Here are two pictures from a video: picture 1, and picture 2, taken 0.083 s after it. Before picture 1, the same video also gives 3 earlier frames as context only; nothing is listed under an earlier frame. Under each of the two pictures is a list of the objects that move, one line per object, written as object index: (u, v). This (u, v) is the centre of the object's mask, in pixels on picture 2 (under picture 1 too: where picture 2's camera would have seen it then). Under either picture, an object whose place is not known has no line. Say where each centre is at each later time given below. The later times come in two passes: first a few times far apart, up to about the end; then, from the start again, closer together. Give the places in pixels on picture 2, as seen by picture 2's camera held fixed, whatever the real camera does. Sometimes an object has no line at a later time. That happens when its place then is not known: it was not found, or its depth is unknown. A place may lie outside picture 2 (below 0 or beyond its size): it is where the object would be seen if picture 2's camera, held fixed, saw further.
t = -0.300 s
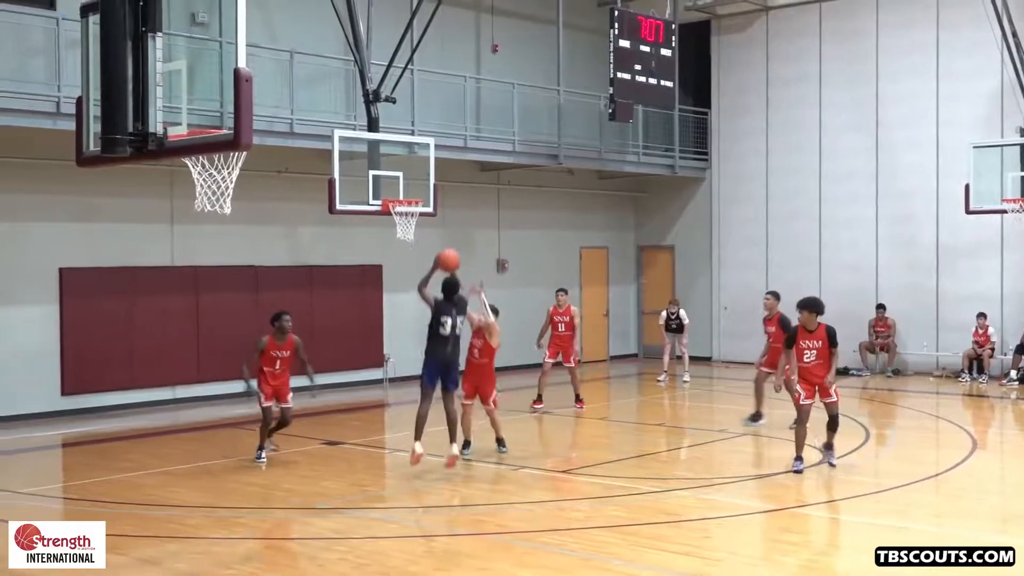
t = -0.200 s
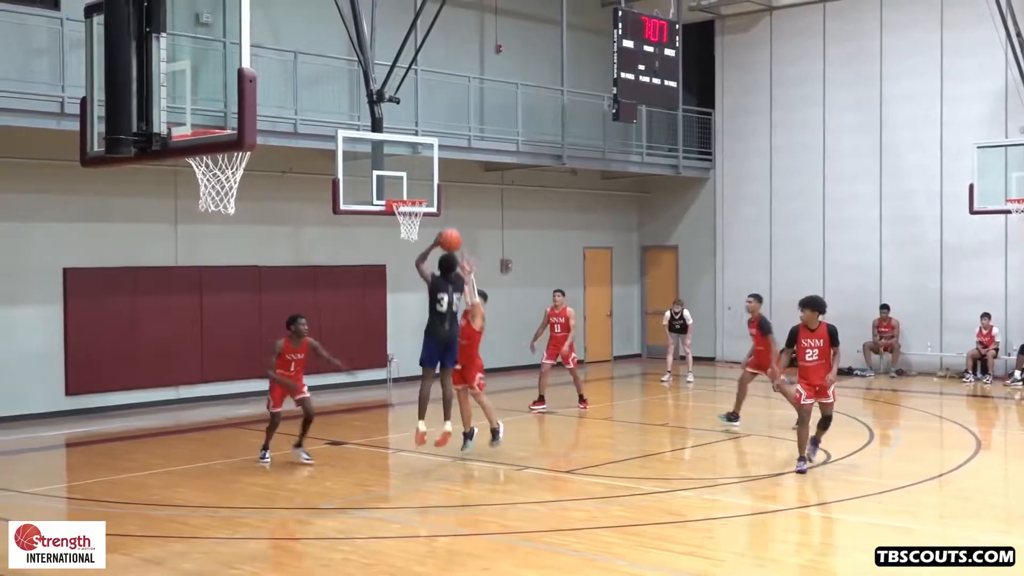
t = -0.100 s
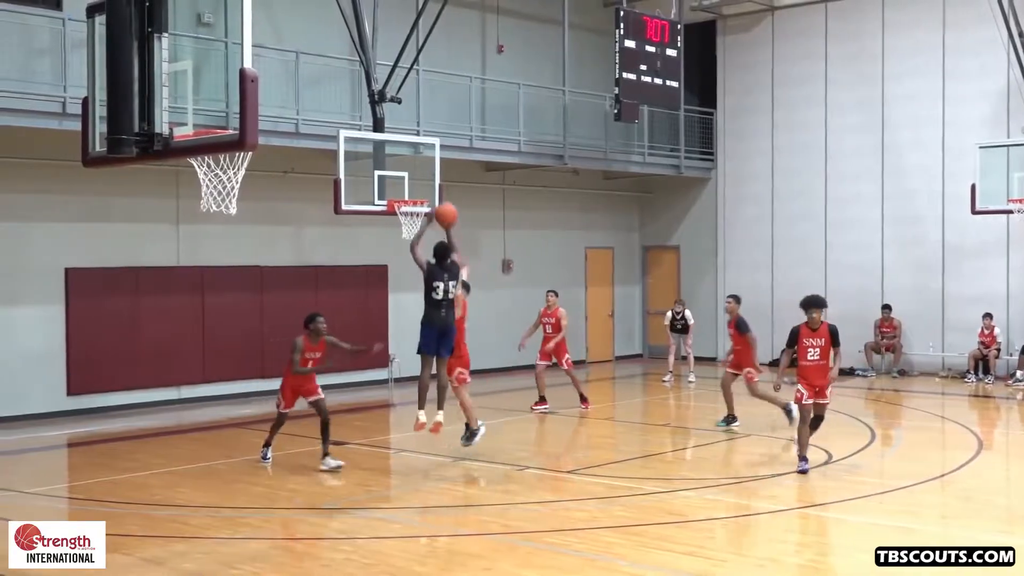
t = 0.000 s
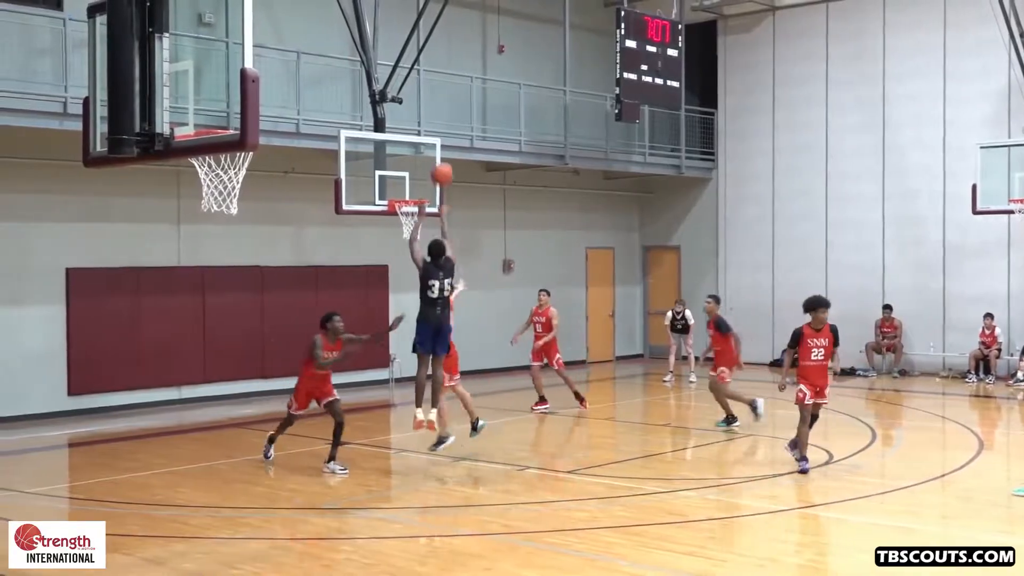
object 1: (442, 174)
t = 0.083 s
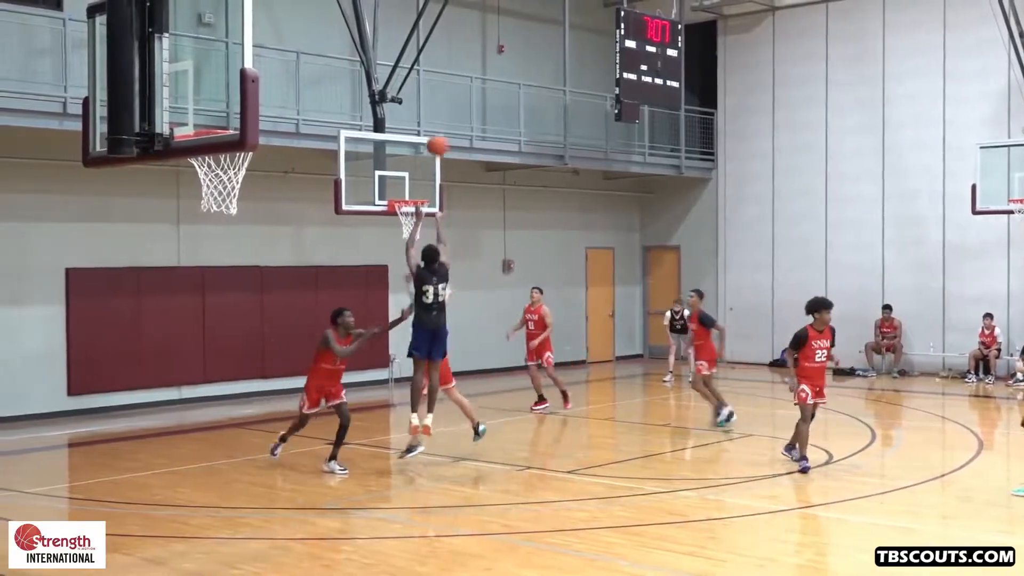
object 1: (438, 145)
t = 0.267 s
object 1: (431, 107)
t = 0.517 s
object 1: (422, 104)
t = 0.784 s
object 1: (414, 152)
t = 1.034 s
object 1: (411, 219)
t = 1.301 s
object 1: (413, 216)
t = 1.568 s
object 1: (415, 255)
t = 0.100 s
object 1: (436, 140)
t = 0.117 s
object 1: (436, 135)
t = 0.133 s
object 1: (436, 131)
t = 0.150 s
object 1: (435, 127)
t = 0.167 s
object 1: (434, 124)
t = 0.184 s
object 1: (434, 120)
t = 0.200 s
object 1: (433, 117)
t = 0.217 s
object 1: (433, 114)
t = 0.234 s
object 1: (432, 112)
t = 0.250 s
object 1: (431, 109)
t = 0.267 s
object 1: (431, 107)
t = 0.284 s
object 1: (430, 105)
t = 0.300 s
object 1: (429, 104)
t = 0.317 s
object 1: (429, 103)
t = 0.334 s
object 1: (428, 101)
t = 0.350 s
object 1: (427, 100)
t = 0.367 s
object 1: (427, 100)
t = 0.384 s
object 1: (426, 100)
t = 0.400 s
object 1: (426, 99)
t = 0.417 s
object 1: (426, 99)
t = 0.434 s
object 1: (425, 99)
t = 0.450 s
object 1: (425, 100)
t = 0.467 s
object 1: (425, 100)
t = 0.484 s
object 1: (424, 102)
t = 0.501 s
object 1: (423, 103)
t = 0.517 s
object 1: (422, 104)
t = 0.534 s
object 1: (422, 105)
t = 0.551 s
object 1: (421, 107)
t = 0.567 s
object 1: (421, 109)
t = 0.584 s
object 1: (420, 111)
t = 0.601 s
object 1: (420, 113)
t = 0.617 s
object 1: (419, 116)
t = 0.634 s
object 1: (419, 119)
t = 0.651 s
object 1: (418, 121)
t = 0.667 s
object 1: (418, 125)
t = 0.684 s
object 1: (417, 128)
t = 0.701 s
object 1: (417, 130)
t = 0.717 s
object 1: (417, 134)
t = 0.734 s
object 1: (416, 138)
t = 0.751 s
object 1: (415, 142)
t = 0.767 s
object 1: (415, 147)
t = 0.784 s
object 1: (414, 152)
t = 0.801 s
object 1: (414, 155)
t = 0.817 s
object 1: (414, 160)
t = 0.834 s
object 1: (414, 164)
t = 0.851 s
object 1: (413, 169)
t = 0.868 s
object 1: (413, 174)
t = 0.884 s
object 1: (412, 180)
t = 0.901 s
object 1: (411, 185)
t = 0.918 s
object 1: (411, 190)
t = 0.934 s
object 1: (410, 195)
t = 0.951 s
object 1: (410, 198)
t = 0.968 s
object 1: (410, 200)
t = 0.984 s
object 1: (411, 203)
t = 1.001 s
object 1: (412, 211)
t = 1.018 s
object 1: (411, 216)
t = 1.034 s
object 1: (411, 219)
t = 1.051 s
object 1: (410, 221)
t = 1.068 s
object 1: (412, 221)
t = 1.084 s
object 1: (413, 220)
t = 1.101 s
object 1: (411, 222)
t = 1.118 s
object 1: (412, 221)
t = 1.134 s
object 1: (412, 217)
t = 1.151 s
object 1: (412, 217)
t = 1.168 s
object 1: (412, 217)
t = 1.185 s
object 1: (412, 217)
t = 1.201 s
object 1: (412, 216)
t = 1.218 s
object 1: (412, 216)
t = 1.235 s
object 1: (412, 216)
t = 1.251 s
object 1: (413, 216)
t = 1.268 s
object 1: (413, 216)
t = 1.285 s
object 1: (413, 216)
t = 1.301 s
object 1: (413, 216)
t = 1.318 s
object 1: (413, 217)
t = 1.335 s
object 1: (413, 218)
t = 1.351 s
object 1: (413, 219)
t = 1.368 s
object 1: (414, 221)
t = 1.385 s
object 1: (414, 222)
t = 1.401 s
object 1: (414, 224)
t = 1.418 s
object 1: (414, 226)
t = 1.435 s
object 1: (414, 229)
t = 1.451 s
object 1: (414, 231)
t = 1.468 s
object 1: (414, 234)
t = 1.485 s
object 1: (414, 237)
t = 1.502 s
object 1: (415, 240)
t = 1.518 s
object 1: (415, 244)
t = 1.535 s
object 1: (415, 247)
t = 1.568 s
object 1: (415, 255)
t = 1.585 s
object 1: (415, 259)
